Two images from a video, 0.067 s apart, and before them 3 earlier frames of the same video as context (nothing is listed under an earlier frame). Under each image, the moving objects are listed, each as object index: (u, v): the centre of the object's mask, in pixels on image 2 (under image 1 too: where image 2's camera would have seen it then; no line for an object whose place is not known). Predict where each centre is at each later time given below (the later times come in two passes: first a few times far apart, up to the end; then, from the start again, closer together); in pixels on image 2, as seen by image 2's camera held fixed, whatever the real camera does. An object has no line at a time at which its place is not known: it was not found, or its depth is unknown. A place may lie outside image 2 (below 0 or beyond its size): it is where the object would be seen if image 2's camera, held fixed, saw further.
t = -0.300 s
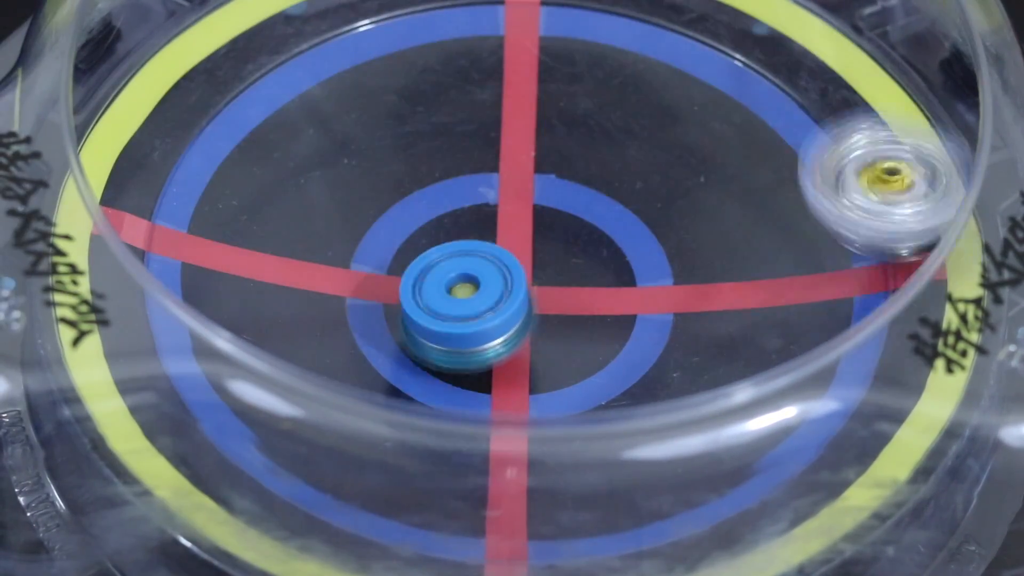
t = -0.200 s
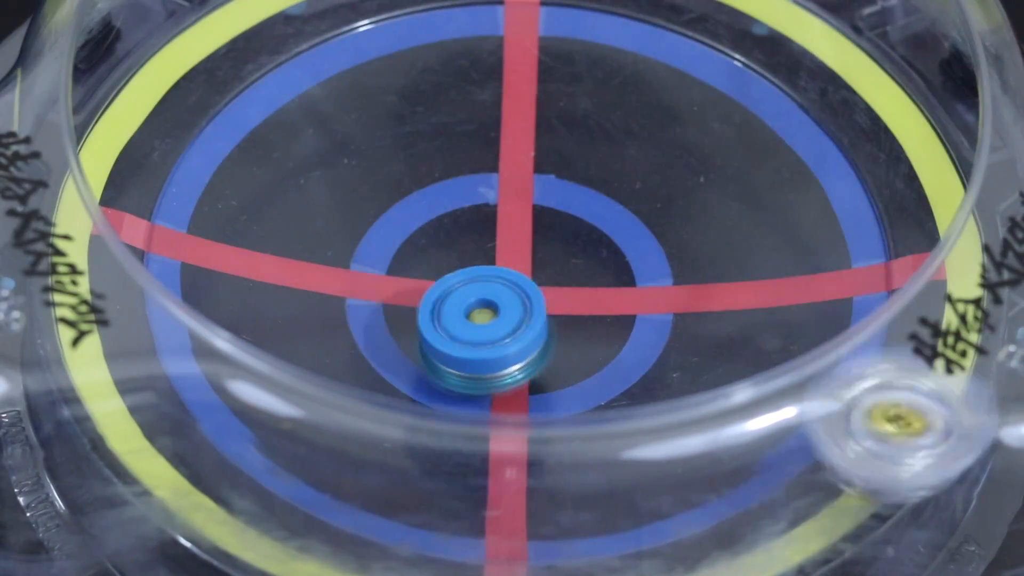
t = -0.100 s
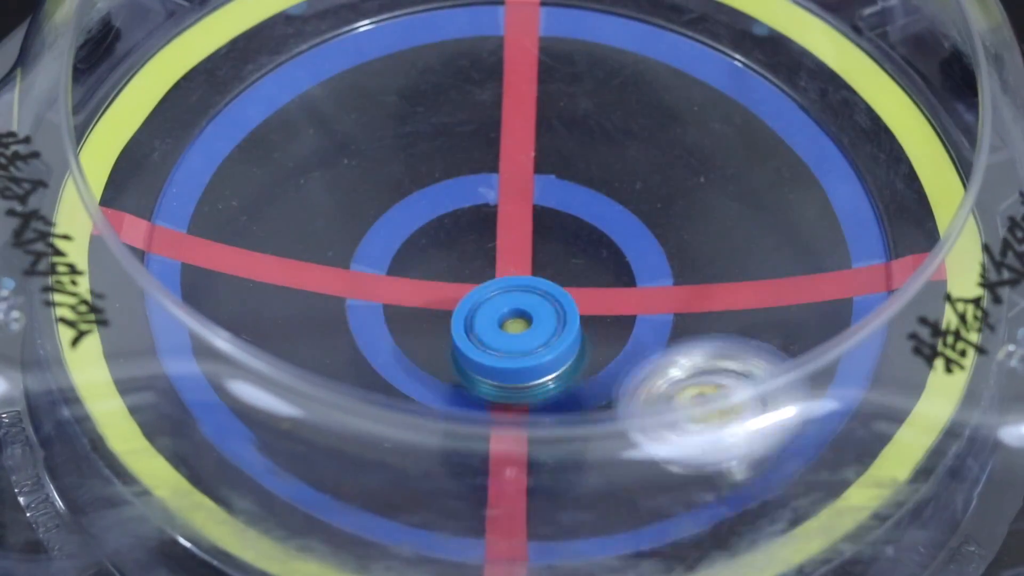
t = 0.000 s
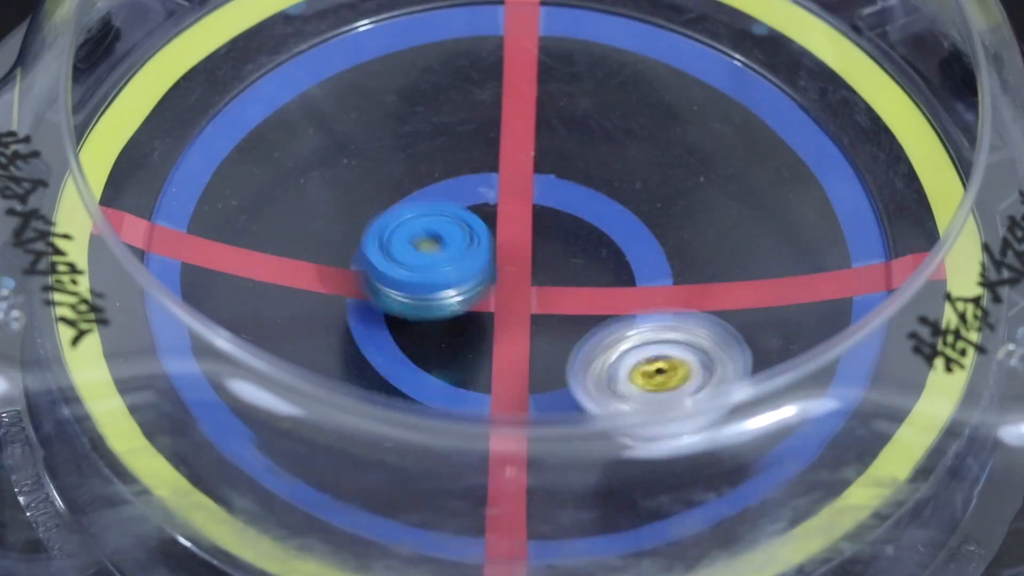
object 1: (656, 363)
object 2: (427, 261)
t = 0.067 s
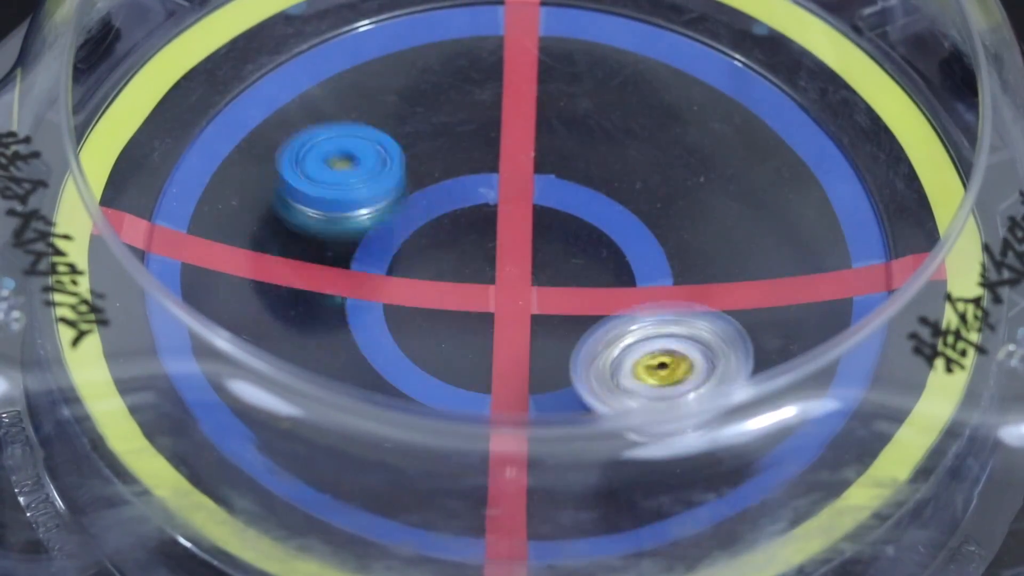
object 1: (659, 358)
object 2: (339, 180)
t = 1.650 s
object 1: (826, 195)
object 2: (529, 225)
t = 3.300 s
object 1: (233, 156)
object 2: (612, 191)
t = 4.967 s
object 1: (474, 251)
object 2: (740, 293)
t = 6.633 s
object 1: (669, 260)
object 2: (454, 369)
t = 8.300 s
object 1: (495, 293)
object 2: (397, 166)
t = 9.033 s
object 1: (541, 275)
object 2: (556, 153)
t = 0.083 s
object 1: (658, 354)
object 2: (323, 164)
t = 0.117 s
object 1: (656, 352)
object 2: (292, 134)
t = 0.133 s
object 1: (655, 350)
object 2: (280, 121)
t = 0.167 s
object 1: (656, 341)
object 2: (263, 102)
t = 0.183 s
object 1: (656, 336)
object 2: (257, 96)
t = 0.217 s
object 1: (660, 322)
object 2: (252, 88)
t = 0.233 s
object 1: (665, 312)
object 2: (252, 88)
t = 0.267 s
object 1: (678, 292)
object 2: (255, 88)
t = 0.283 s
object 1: (685, 282)
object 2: (258, 90)
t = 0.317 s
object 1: (704, 264)
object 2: (268, 95)
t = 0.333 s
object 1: (715, 255)
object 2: (275, 100)
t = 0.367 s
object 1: (736, 241)
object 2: (292, 112)
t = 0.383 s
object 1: (747, 235)
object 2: (300, 118)
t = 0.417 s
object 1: (767, 228)
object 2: (321, 134)
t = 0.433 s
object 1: (777, 227)
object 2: (331, 140)
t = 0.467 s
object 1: (791, 230)
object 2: (354, 158)
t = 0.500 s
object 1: (801, 240)
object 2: (375, 174)
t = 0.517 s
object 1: (805, 248)
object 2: (388, 184)
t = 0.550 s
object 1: (800, 269)
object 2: (409, 200)
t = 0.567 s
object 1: (790, 280)
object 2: (420, 210)
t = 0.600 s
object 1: (762, 300)
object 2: (436, 226)
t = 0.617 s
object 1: (742, 308)
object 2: (444, 234)
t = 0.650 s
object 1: (692, 319)
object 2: (456, 251)
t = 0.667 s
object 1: (665, 320)
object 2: (461, 259)
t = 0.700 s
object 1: (611, 310)
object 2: (467, 273)
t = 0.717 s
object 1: (612, 308)
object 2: (444, 268)
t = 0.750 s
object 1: (652, 310)
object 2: (349, 235)
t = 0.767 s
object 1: (673, 308)
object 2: (305, 218)
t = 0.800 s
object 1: (710, 301)
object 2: (226, 187)
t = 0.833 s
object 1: (739, 299)
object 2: (173, 157)
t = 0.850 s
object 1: (751, 298)
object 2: (166, 142)
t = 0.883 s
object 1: (767, 302)
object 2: (153, 134)
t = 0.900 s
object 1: (772, 305)
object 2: (147, 138)
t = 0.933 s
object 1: (774, 320)
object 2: (143, 137)
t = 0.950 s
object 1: (770, 329)
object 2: (143, 138)
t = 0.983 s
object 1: (752, 341)
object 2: (147, 149)
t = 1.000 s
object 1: (738, 347)
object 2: (149, 152)
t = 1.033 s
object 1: (704, 352)
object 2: (158, 165)
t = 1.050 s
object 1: (684, 352)
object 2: (164, 172)
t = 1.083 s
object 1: (640, 337)
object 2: (180, 189)
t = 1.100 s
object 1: (621, 329)
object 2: (192, 197)
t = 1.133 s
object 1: (588, 304)
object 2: (216, 219)
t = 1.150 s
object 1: (573, 289)
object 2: (232, 225)
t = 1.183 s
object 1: (550, 255)
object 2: (264, 246)
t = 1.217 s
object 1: (536, 217)
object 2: (299, 262)
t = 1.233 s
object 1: (532, 197)
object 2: (317, 269)
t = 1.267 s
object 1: (533, 157)
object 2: (353, 283)
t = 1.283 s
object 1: (537, 137)
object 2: (370, 287)
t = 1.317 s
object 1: (552, 100)
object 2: (403, 297)
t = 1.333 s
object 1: (564, 82)
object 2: (418, 301)
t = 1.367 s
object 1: (591, 53)
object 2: (449, 304)
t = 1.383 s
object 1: (609, 45)
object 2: (461, 306)
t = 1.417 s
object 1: (648, 32)
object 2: (486, 305)
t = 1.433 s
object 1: (669, 28)
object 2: (498, 303)
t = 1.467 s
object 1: (704, 30)
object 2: (516, 297)
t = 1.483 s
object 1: (720, 39)
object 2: (523, 292)
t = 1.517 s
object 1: (751, 61)
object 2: (534, 281)
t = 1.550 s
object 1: (781, 90)
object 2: (539, 268)
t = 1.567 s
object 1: (794, 105)
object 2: (539, 262)
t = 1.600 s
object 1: (818, 136)
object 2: (537, 247)
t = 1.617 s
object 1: (825, 155)
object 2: (536, 239)
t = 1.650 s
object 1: (826, 195)
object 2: (529, 225)
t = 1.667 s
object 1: (818, 216)
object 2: (525, 217)
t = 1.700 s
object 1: (785, 256)
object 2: (518, 203)
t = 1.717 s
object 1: (762, 275)
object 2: (513, 198)
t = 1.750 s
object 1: (704, 305)
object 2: (502, 184)
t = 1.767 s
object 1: (669, 315)
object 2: (497, 177)
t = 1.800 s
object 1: (598, 325)
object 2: (487, 165)
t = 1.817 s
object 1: (561, 324)
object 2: (481, 160)
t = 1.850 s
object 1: (491, 311)
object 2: (471, 150)
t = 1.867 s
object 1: (459, 300)
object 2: (467, 146)
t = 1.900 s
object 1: (397, 269)
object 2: (457, 140)
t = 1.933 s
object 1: (348, 228)
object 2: (450, 132)
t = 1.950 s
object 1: (330, 205)
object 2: (447, 128)
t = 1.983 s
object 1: (304, 157)
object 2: (439, 123)
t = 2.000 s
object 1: (294, 130)
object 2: (433, 122)
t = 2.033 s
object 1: (289, 77)
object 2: (424, 119)
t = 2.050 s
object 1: (286, 56)
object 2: (424, 119)
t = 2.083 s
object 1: (296, 33)
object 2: (421, 119)
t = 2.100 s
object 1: (322, 29)
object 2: (419, 118)
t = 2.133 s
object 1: (373, 25)
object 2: (416, 119)
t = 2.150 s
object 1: (393, 22)
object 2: (422, 134)
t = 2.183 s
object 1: (439, 21)
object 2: (437, 167)
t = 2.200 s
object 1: (471, 25)
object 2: (444, 183)
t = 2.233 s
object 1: (526, 34)
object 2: (458, 212)
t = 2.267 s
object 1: (573, 44)
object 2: (473, 236)
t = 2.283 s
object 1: (591, 47)
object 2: (479, 245)
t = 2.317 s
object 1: (622, 56)
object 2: (495, 264)
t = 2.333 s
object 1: (631, 60)
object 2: (503, 274)
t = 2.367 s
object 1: (641, 72)
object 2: (519, 285)
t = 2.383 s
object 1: (641, 82)
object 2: (527, 288)
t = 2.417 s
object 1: (628, 107)
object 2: (543, 291)
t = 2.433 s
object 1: (618, 116)
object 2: (551, 291)
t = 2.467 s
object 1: (587, 137)
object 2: (566, 287)
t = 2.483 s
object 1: (570, 145)
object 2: (573, 284)
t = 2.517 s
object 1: (525, 140)
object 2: (592, 300)
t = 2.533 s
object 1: (501, 130)
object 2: (601, 313)
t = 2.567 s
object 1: (462, 111)
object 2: (619, 331)
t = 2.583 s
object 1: (442, 101)
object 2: (628, 336)
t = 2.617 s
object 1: (409, 76)
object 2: (642, 341)
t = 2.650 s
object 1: (387, 56)
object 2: (652, 342)
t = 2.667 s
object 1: (378, 48)
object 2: (656, 341)
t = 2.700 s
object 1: (367, 37)
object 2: (661, 339)
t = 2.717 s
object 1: (364, 30)
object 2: (663, 337)
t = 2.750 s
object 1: (376, 27)
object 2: (665, 333)
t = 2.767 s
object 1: (392, 30)
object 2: (664, 331)
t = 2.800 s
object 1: (422, 39)
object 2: (663, 325)
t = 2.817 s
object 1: (435, 43)
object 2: (661, 319)
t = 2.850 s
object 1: (457, 49)
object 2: (659, 309)
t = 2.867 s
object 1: (466, 53)
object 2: (659, 305)
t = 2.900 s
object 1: (479, 63)
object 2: (657, 293)
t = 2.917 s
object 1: (481, 70)
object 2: (656, 288)
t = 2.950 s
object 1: (479, 92)
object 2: (654, 276)
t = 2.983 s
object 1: (472, 112)
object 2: (651, 263)
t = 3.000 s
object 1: (464, 123)
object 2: (649, 256)
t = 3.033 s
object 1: (442, 145)
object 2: (645, 244)
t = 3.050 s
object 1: (429, 155)
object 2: (644, 237)
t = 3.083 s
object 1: (405, 171)
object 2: (639, 226)
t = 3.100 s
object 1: (390, 179)
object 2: (637, 223)
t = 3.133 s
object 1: (358, 188)
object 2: (633, 213)
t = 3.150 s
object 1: (343, 190)
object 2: (631, 209)
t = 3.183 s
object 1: (314, 192)
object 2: (627, 202)
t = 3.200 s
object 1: (300, 192)
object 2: (626, 198)
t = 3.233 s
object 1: (272, 183)
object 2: (621, 193)
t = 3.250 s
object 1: (262, 179)
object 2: (619, 193)
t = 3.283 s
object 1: (241, 165)
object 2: (615, 192)
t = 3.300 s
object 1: (233, 156)
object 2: (612, 191)
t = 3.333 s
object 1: (227, 137)
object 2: (607, 193)
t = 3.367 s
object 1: (229, 116)
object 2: (602, 196)
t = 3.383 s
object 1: (236, 106)
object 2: (600, 196)
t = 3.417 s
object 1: (262, 94)
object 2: (596, 200)
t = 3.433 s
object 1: (279, 92)
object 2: (595, 203)
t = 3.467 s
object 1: (320, 94)
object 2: (592, 208)
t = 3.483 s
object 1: (342, 100)
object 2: (590, 210)
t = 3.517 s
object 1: (386, 120)
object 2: (586, 215)
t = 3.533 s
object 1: (407, 133)
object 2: (585, 217)
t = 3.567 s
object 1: (443, 164)
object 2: (588, 224)
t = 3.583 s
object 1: (438, 174)
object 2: (614, 233)
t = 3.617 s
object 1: (426, 199)
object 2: (658, 250)
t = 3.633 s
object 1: (416, 211)
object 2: (674, 257)
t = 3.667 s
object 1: (395, 236)
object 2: (703, 269)
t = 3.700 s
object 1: (367, 256)
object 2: (722, 277)
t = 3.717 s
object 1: (351, 264)
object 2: (728, 278)
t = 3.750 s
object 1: (323, 275)
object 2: (738, 280)
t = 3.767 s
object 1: (306, 277)
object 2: (741, 278)
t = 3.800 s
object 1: (277, 275)
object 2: (746, 275)
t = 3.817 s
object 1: (264, 272)
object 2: (748, 274)
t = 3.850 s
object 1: (237, 259)
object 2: (748, 269)
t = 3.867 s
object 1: (227, 252)
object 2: (747, 267)
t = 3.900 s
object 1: (212, 232)
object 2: (745, 262)
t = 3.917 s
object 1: (209, 221)
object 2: (742, 260)
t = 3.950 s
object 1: (218, 198)
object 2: (737, 256)
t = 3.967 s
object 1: (227, 189)
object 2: (733, 253)
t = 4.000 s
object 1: (259, 175)
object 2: (726, 251)
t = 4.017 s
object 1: (278, 170)
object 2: (722, 249)
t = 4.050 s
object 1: (325, 168)
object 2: (715, 248)
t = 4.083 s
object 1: (374, 174)
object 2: (706, 248)
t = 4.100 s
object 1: (401, 180)
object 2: (702, 249)
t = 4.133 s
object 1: (451, 197)
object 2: (693, 250)
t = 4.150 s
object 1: (475, 207)
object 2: (689, 253)
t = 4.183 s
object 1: (522, 231)
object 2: (680, 256)
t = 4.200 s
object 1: (526, 244)
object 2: (693, 256)
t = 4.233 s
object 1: (496, 271)
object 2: (763, 254)
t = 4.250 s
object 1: (482, 285)
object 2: (791, 250)
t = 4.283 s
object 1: (450, 309)
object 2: (837, 245)
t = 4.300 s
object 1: (434, 321)
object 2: (853, 239)
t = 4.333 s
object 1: (395, 331)
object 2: (866, 232)
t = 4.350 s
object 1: (378, 335)
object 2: (867, 229)
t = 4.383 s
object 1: (336, 338)
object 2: (858, 228)
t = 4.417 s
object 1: (299, 335)
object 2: (842, 224)
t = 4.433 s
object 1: (282, 329)
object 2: (830, 220)
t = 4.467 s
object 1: (255, 305)
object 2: (806, 217)
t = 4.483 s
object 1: (244, 292)
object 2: (793, 214)
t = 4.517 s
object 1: (235, 262)
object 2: (767, 212)
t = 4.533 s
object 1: (233, 248)
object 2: (755, 211)
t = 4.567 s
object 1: (247, 222)
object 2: (731, 210)
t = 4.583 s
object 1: (258, 209)
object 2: (721, 211)
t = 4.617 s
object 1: (293, 190)
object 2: (700, 211)
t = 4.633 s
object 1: (313, 182)
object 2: (691, 214)
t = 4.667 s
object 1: (360, 174)
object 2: (670, 219)
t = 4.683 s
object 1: (384, 173)
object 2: (660, 223)
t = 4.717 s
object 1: (437, 176)
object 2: (642, 228)
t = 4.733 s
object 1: (461, 179)
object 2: (633, 232)
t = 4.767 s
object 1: (484, 184)
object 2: (651, 244)
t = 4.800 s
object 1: (484, 186)
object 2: (689, 260)
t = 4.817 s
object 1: (486, 190)
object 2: (706, 269)
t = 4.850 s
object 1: (491, 202)
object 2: (729, 282)
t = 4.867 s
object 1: (492, 209)
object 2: (735, 286)
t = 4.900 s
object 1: (491, 224)
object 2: (743, 292)
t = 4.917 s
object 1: (489, 232)
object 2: (744, 293)
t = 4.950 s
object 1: (482, 245)
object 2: (743, 294)
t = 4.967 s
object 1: (474, 251)
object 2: (740, 293)
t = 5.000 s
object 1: (460, 259)
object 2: (734, 292)
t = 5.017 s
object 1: (451, 262)
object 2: (729, 289)
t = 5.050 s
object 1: (435, 264)
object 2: (721, 288)
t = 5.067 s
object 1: (426, 263)
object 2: (715, 285)
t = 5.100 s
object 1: (414, 257)
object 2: (704, 285)
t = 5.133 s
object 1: (407, 249)
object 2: (692, 284)
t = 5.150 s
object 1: (405, 244)
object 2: (685, 286)
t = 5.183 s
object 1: (408, 234)
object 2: (672, 286)
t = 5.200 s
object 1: (409, 230)
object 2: (664, 288)
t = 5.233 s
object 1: (420, 222)
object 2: (652, 289)
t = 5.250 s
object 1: (427, 219)
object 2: (645, 291)
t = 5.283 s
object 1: (447, 216)
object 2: (631, 293)
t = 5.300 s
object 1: (458, 216)
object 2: (623, 294)
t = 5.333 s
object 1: (480, 220)
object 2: (610, 298)
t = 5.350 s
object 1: (470, 215)
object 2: (633, 306)
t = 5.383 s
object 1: (440, 198)
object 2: (689, 329)
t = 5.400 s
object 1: (426, 187)
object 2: (709, 331)
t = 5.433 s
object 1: (408, 166)
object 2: (741, 334)
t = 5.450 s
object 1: (403, 156)
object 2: (753, 335)
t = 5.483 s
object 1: (399, 133)
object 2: (767, 334)
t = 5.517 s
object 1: (405, 112)
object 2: (774, 332)
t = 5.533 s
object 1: (412, 104)
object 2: (776, 331)
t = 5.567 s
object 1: (431, 92)
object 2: (777, 327)
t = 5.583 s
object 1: (444, 90)
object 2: (777, 324)
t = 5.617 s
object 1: (472, 89)
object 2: (774, 320)
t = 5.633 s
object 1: (484, 94)
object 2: (771, 317)
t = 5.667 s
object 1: (511, 109)
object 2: (761, 313)
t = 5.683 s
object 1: (522, 119)
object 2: (756, 311)
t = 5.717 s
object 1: (539, 144)
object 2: (741, 304)
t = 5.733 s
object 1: (545, 159)
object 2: (732, 301)
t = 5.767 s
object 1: (548, 189)
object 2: (710, 293)
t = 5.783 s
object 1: (547, 203)
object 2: (700, 291)
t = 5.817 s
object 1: (536, 232)
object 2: (677, 287)
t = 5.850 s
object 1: (497, 251)
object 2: (679, 290)
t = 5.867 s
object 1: (479, 258)
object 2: (677, 291)
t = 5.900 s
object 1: (441, 264)
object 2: (671, 294)
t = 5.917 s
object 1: (420, 266)
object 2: (664, 296)
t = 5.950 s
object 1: (383, 264)
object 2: (652, 299)
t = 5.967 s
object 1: (366, 261)
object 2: (645, 300)
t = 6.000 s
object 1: (333, 252)
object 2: (631, 301)
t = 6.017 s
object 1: (319, 245)
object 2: (624, 303)
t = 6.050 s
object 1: (294, 228)
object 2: (611, 302)
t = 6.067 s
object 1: (282, 218)
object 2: (604, 303)
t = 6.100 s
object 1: (267, 196)
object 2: (590, 301)
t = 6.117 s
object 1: (264, 186)
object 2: (583, 302)
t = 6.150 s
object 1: (264, 163)
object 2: (572, 299)
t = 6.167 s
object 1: (269, 152)
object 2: (567, 300)
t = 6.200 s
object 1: (287, 134)
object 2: (556, 298)
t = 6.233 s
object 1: (316, 122)
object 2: (545, 300)
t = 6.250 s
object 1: (333, 119)
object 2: (538, 299)
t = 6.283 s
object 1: (370, 119)
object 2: (528, 300)
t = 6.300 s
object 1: (391, 123)
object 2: (523, 300)
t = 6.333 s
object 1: (431, 135)
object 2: (513, 300)
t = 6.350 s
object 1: (450, 143)
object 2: (507, 301)
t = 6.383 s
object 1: (485, 163)
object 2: (499, 300)
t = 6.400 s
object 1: (501, 174)
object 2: (494, 302)
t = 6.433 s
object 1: (532, 178)
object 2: (482, 323)
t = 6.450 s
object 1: (547, 178)
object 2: (476, 336)
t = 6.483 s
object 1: (580, 183)
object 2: (465, 350)
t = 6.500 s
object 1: (598, 187)
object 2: (461, 354)
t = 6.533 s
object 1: (626, 199)
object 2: (455, 362)
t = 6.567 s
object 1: (649, 216)
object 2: (452, 365)
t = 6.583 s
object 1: (657, 226)
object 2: (452, 366)
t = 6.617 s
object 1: (669, 248)
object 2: (453, 368)
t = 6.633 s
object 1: (669, 260)
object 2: (454, 369)
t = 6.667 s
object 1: (667, 284)
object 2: (457, 369)
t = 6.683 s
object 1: (663, 295)
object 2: (459, 369)
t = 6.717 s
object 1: (644, 315)
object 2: (462, 366)
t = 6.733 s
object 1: (629, 323)
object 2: (463, 363)
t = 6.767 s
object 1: (612, 332)
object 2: (450, 362)
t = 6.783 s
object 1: (609, 333)
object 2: (438, 361)
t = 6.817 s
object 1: (598, 333)
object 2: (417, 357)
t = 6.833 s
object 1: (591, 331)
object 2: (410, 354)
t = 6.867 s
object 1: (577, 325)
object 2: (400, 354)
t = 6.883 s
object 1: (572, 321)
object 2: (396, 351)
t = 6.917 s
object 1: (562, 308)
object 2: (390, 349)
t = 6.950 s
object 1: (551, 294)
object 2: (384, 347)
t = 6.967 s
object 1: (548, 286)
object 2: (382, 346)
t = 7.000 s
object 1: (546, 267)
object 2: (379, 344)
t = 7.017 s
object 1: (548, 257)
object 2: (377, 342)
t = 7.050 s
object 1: (553, 238)
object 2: (375, 339)
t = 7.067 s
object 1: (556, 230)
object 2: (373, 338)
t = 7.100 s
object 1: (568, 213)
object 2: (370, 334)
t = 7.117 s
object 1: (576, 205)
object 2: (369, 333)
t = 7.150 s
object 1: (592, 193)
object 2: (365, 329)
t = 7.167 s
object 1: (600, 189)
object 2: (363, 327)
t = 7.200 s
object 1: (617, 183)
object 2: (360, 323)
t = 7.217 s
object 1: (626, 181)
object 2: (359, 320)
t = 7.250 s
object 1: (641, 182)
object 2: (358, 313)
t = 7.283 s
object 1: (652, 187)
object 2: (356, 309)
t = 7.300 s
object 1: (655, 191)
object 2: (356, 305)
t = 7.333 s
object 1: (656, 200)
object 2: (356, 300)
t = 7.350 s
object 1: (655, 205)
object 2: (355, 297)
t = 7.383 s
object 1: (649, 214)
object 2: (355, 289)
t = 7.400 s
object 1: (642, 218)
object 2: (356, 287)
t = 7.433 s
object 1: (625, 227)
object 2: (355, 281)
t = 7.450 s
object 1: (620, 230)
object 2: (357, 277)
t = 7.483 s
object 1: (598, 234)
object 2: (358, 273)
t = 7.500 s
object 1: (584, 235)
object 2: (359, 270)
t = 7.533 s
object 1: (561, 234)
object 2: (362, 263)
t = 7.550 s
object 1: (551, 232)
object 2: (363, 262)
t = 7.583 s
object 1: (527, 224)
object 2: (366, 255)
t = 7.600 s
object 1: (517, 218)
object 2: (365, 252)
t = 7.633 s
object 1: (516, 203)
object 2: (353, 248)
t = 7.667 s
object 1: (518, 189)
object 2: (349, 240)
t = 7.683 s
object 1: (522, 182)
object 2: (349, 239)
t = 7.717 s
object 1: (529, 171)
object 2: (348, 234)
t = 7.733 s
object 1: (533, 167)
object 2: (350, 231)
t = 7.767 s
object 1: (545, 162)
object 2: (353, 229)
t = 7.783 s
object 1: (549, 161)
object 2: (355, 226)
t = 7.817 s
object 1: (559, 161)
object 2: (360, 222)
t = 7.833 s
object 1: (564, 162)
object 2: (362, 221)
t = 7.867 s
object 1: (572, 167)
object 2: (365, 217)
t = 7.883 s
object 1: (574, 170)
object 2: (368, 214)
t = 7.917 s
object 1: (578, 178)
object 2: (373, 213)
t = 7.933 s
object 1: (579, 184)
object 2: (375, 211)
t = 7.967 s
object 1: (578, 195)
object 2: (382, 207)
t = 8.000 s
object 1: (570, 207)
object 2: (387, 204)
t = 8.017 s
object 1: (566, 213)
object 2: (390, 201)
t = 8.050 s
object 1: (553, 223)
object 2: (397, 198)
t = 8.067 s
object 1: (545, 228)
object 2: (400, 197)
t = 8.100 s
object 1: (535, 237)
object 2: (397, 188)
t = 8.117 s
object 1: (536, 243)
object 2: (393, 184)
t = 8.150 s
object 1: (536, 258)
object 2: (386, 177)
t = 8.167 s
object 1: (534, 265)
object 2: (385, 172)
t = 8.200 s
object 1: (530, 277)
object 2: (388, 168)
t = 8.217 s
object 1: (524, 281)
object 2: (390, 168)
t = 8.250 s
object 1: (514, 288)
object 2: (391, 165)
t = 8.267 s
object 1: (507, 291)
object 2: (393, 164)
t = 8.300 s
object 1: (495, 293)
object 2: (397, 166)
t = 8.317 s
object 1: (489, 293)
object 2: (398, 165)
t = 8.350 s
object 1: (476, 291)
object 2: (404, 165)
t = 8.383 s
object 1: (465, 286)
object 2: (409, 165)
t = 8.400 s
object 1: (461, 283)
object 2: (412, 164)
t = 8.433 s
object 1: (457, 275)
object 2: (419, 161)
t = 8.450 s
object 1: (455, 269)
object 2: (423, 161)
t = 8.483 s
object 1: (463, 274)
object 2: (430, 152)
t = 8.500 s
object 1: (465, 285)
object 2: (433, 140)
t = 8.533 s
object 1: (467, 304)
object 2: (440, 116)
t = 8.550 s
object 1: (470, 314)
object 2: (444, 108)
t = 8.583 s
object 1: (468, 330)
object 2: (448, 96)
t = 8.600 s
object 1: (468, 337)
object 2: (452, 92)
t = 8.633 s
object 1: (463, 348)
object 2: (457, 91)
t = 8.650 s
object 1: (457, 352)
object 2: (459, 90)
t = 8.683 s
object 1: (449, 363)
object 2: (465, 89)
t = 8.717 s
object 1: (443, 365)
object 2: (472, 94)
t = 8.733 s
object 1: (438, 364)
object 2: (474, 97)
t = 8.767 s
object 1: (433, 359)
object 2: (481, 100)
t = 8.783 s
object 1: (431, 356)
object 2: (485, 103)
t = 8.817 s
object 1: (435, 345)
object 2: (494, 112)
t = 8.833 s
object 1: (434, 341)
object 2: (497, 115)
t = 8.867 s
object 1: (441, 330)
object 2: (507, 122)
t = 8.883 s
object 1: (445, 324)
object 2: (512, 126)
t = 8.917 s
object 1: (462, 310)
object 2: (521, 135)
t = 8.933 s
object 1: (470, 304)
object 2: (526, 137)
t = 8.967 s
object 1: (492, 292)
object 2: (538, 145)
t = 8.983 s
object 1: (505, 287)
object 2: (543, 149)
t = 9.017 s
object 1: (528, 279)
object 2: (551, 153)
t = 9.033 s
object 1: (541, 275)
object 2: (556, 153)
